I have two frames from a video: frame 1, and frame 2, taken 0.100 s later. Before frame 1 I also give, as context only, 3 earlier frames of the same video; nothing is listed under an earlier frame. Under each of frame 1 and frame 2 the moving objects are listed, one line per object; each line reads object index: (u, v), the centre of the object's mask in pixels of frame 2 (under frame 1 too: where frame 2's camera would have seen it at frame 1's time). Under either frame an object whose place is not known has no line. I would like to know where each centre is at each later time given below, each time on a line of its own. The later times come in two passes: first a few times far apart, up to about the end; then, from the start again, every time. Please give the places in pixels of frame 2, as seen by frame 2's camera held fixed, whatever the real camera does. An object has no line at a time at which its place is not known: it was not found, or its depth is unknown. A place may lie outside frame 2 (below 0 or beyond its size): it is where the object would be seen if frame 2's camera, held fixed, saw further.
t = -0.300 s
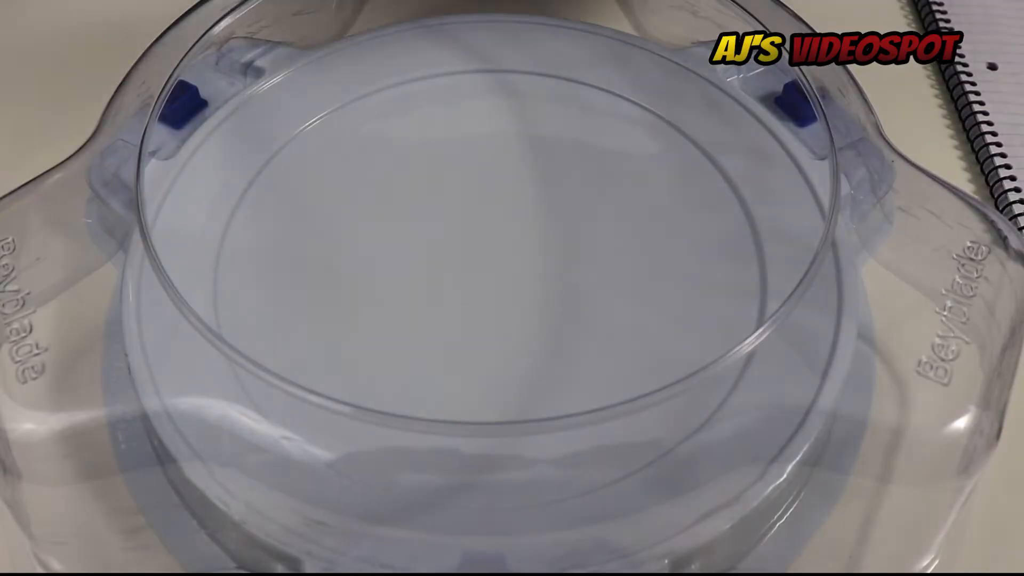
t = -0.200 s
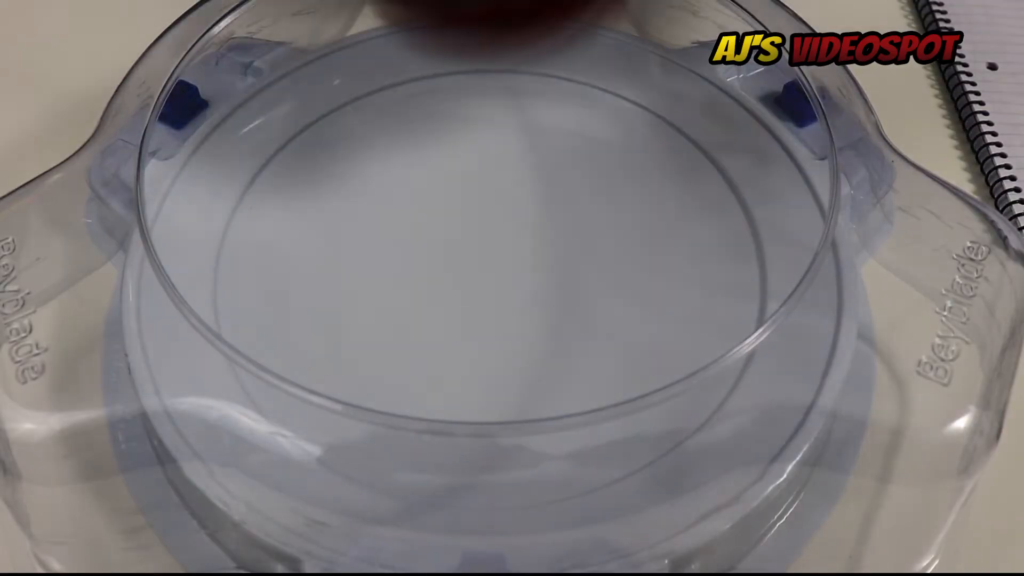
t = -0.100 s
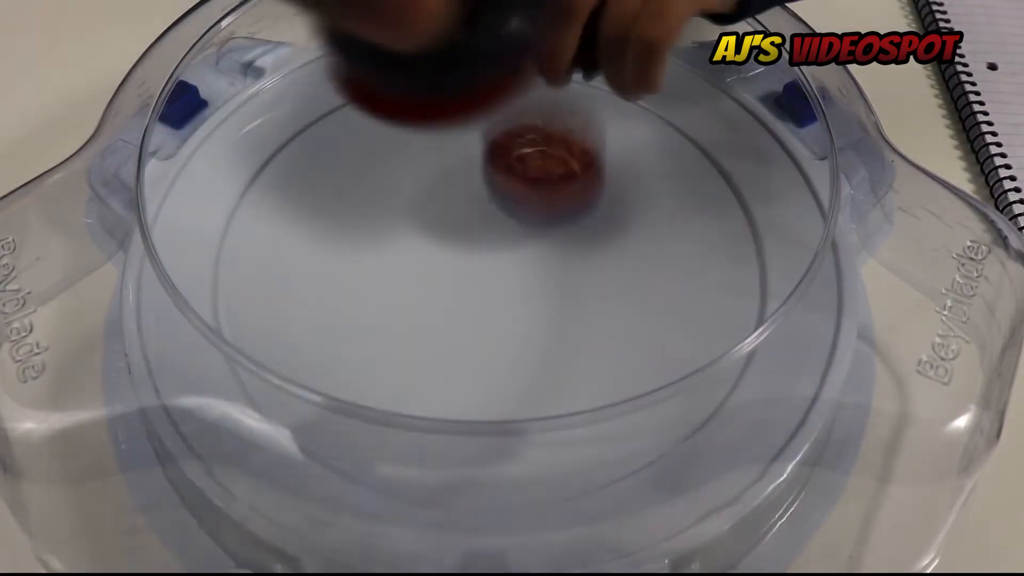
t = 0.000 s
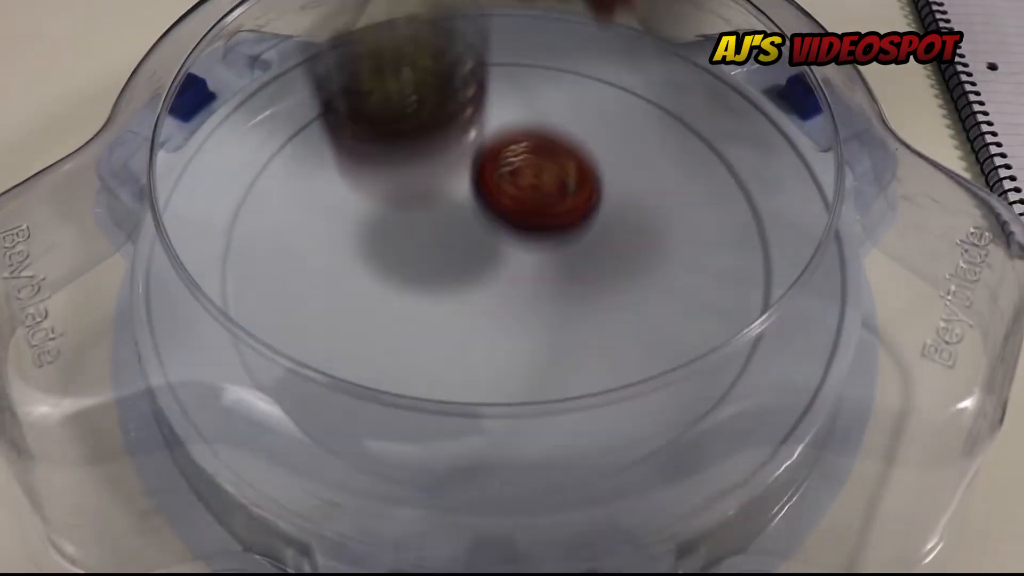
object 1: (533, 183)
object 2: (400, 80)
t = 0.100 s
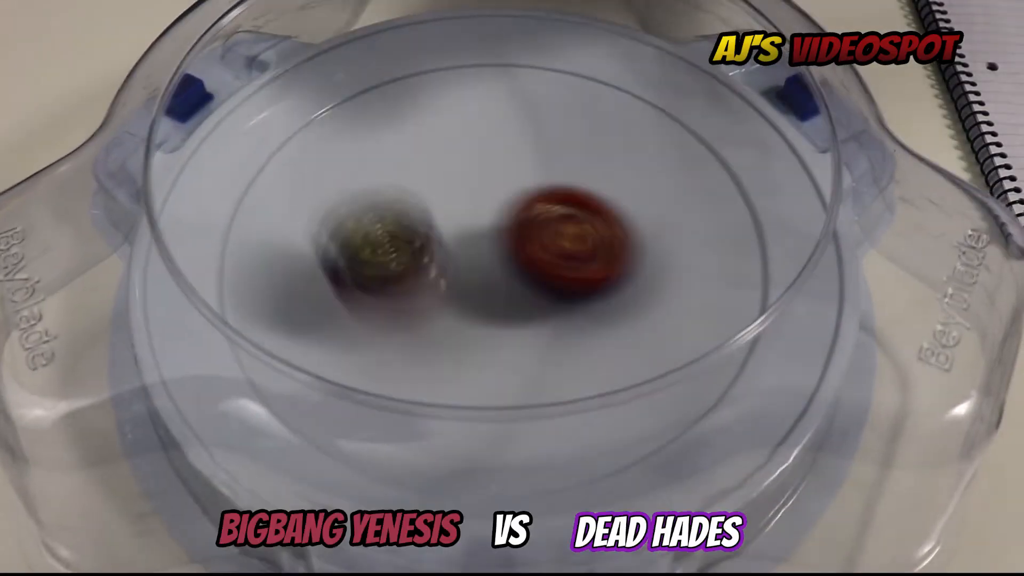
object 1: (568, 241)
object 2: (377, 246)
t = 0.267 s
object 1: (679, 196)
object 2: (266, 147)
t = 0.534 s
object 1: (604, 157)
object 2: (386, 174)
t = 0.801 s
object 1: (613, 194)
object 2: (373, 308)
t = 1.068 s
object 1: (588, 237)
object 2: (520, 372)
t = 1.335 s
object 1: (537, 197)
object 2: (656, 295)
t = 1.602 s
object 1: (359, 182)
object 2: (650, 203)
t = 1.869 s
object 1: (337, 312)
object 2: (412, 196)
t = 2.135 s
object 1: (522, 353)
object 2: (339, 336)
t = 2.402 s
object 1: (554, 232)
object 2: (614, 355)
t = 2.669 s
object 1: (440, 173)
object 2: (602, 145)
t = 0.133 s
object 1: (603, 236)
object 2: (349, 193)
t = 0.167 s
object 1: (629, 227)
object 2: (320, 155)
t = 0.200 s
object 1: (652, 217)
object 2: (296, 136)
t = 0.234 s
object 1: (669, 207)
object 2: (278, 134)
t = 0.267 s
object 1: (679, 196)
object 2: (266, 147)
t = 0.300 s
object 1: (685, 188)
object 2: (260, 165)
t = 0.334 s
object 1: (685, 177)
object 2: (264, 135)
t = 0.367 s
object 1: (680, 169)
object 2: (272, 124)
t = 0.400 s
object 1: (671, 164)
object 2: (286, 127)
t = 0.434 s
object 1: (658, 159)
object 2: (304, 149)
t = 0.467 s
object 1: (643, 158)
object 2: (328, 152)
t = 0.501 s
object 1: (625, 157)
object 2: (355, 164)
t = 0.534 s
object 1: (604, 157)
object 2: (386, 174)
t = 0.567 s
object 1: (581, 162)
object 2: (417, 185)
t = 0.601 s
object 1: (565, 166)
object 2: (443, 200)
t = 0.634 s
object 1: (574, 168)
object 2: (430, 216)
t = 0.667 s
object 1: (584, 173)
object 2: (416, 233)
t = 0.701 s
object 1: (594, 177)
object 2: (401, 252)
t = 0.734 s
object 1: (602, 182)
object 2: (389, 269)
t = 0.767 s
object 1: (609, 188)
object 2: (379, 289)
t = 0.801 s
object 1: (613, 194)
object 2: (373, 308)
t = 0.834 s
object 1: (615, 200)
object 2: (371, 328)
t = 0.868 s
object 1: (616, 206)
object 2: (378, 342)
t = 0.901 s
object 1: (614, 212)
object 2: (390, 353)
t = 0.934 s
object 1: (611, 217)
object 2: (407, 362)
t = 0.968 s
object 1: (607, 222)
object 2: (428, 384)
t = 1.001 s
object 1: (602, 227)
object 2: (458, 392)
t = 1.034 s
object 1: (596, 233)
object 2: (489, 390)
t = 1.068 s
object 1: (588, 237)
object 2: (520, 372)
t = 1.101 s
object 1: (581, 242)
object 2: (555, 364)
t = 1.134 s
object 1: (573, 245)
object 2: (587, 352)
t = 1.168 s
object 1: (567, 234)
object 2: (609, 349)
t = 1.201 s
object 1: (561, 222)
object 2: (628, 344)
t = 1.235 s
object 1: (554, 213)
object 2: (643, 337)
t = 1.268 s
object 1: (548, 206)
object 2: (654, 327)
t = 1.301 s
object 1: (542, 201)
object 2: (659, 314)
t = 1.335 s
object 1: (537, 197)
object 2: (656, 295)
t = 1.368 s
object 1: (531, 199)
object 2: (648, 272)
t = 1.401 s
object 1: (522, 197)
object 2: (638, 251)
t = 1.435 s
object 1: (489, 187)
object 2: (656, 242)
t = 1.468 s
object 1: (456, 180)
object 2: (668, 235)
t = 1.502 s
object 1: (427, 176)
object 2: (674, 227)
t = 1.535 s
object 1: (401, 174)
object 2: (672, 219)
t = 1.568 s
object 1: (379, 176)
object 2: (665, 211)
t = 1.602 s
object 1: (359, 182)
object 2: (650, 203)
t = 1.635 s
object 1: (344, 192)
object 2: (630, 195)
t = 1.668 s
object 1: (332, 204)
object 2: (604, 187)
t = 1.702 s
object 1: (323, 220)
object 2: (575, 182)
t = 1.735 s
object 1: (318, 237)
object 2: (542, 179)
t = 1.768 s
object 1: (316, 256)
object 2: (508, 178)
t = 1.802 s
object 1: (319, 275)
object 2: (474, 181)
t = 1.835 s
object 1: (326, 294)
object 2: (441, 187)
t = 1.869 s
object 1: (337, 312)
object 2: (412, 196)
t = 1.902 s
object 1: (353, 327)
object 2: (385, 206)
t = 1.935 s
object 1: (374, 340)
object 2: (362, 221)
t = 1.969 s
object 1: (396, 349)
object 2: (343, 236)
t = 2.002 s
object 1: (422, 357)
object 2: (329, 256)
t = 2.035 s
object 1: (448, 361)
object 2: (320, 276)
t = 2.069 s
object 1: (474, 362)
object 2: (318, 298)
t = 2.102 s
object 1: (500, 359)
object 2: (324, 319)
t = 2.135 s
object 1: (522, 353)
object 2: (339, 336)
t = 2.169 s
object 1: (541, 344)
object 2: (362, 352)
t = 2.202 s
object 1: (555, 330)
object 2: (384, 380)
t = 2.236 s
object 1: (564, 314)
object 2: (420, 398)
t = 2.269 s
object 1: (570, 299)
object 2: (458, 412)
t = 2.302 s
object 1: (571, 282)
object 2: (501, 416)
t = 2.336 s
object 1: (568, 265)
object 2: (546, 407)
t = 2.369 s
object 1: (563, 248)
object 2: (586, 391)
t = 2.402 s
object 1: (554, 232)
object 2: (614, 355)
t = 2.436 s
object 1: (544, 217)
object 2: (641, 335)
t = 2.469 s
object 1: (532, 204)
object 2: (657, 315)
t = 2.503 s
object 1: (517, 193)
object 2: (665, 284)
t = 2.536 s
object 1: (502, 183)
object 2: (665, 252)
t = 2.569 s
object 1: (486, 177)
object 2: (658, 222)
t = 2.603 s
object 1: (470, 172)
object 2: (646, 194)
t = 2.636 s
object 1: (454, 171)
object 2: (625, 167)
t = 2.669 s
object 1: (440, 173)
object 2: (602, 145)
